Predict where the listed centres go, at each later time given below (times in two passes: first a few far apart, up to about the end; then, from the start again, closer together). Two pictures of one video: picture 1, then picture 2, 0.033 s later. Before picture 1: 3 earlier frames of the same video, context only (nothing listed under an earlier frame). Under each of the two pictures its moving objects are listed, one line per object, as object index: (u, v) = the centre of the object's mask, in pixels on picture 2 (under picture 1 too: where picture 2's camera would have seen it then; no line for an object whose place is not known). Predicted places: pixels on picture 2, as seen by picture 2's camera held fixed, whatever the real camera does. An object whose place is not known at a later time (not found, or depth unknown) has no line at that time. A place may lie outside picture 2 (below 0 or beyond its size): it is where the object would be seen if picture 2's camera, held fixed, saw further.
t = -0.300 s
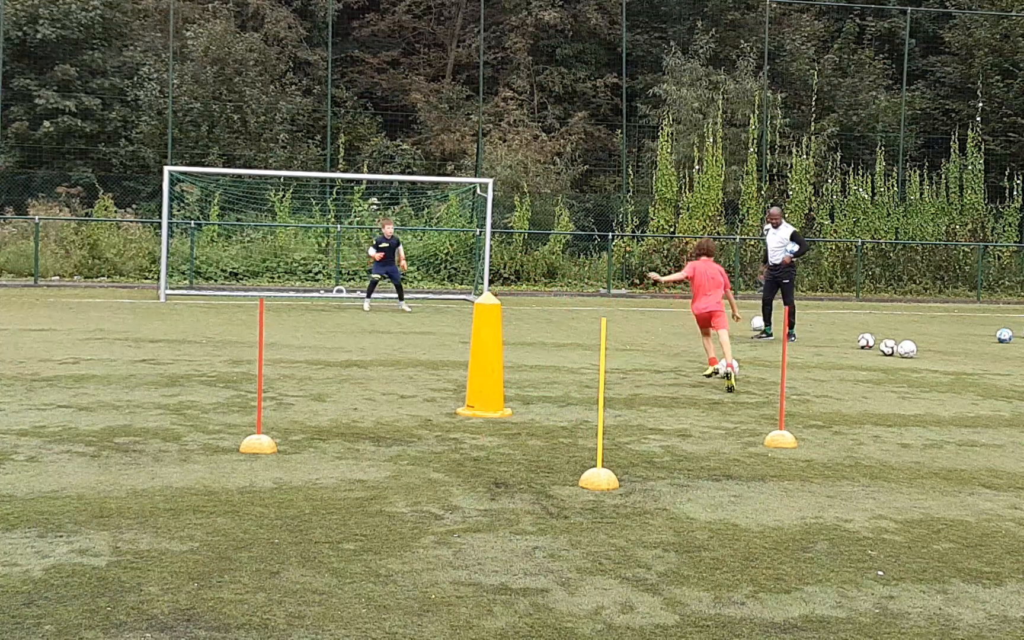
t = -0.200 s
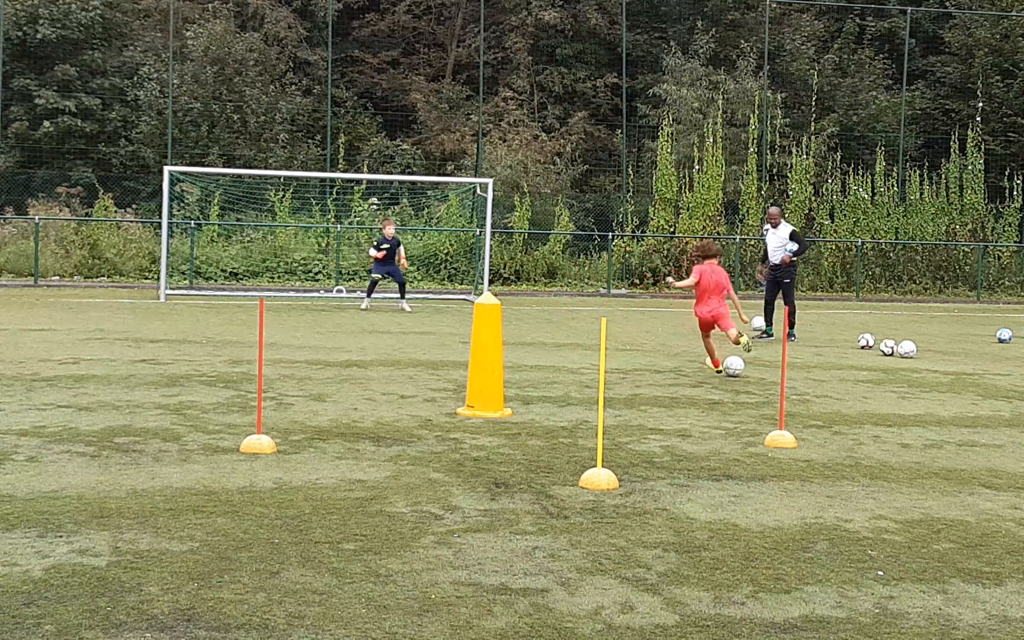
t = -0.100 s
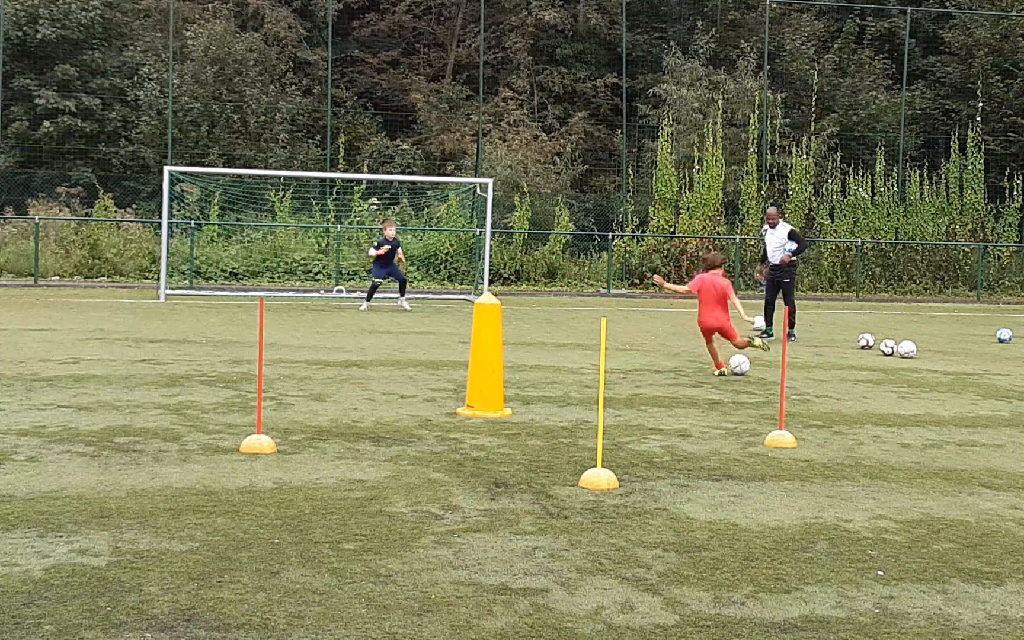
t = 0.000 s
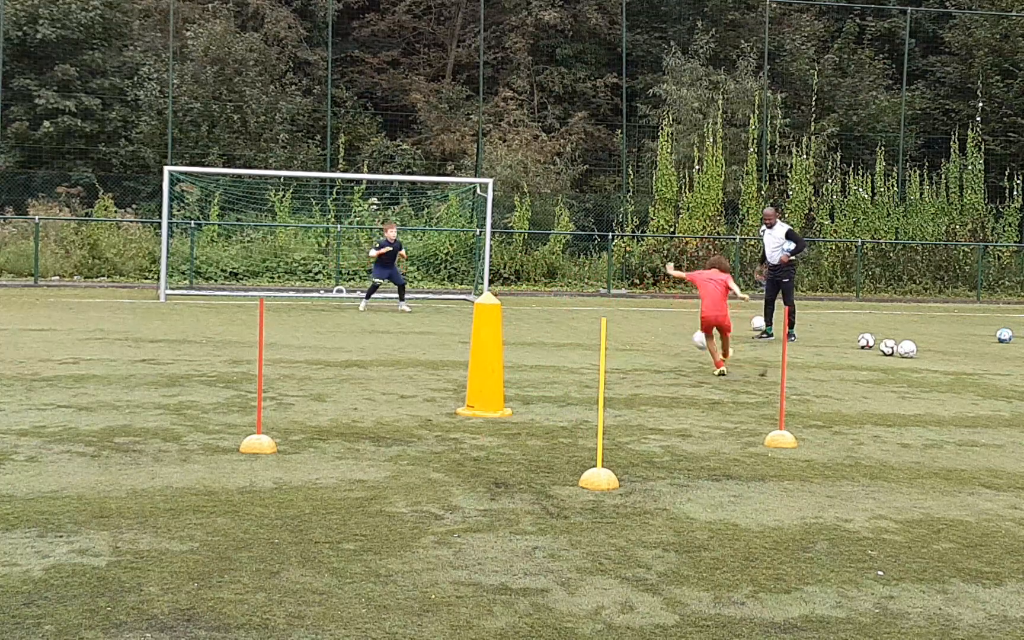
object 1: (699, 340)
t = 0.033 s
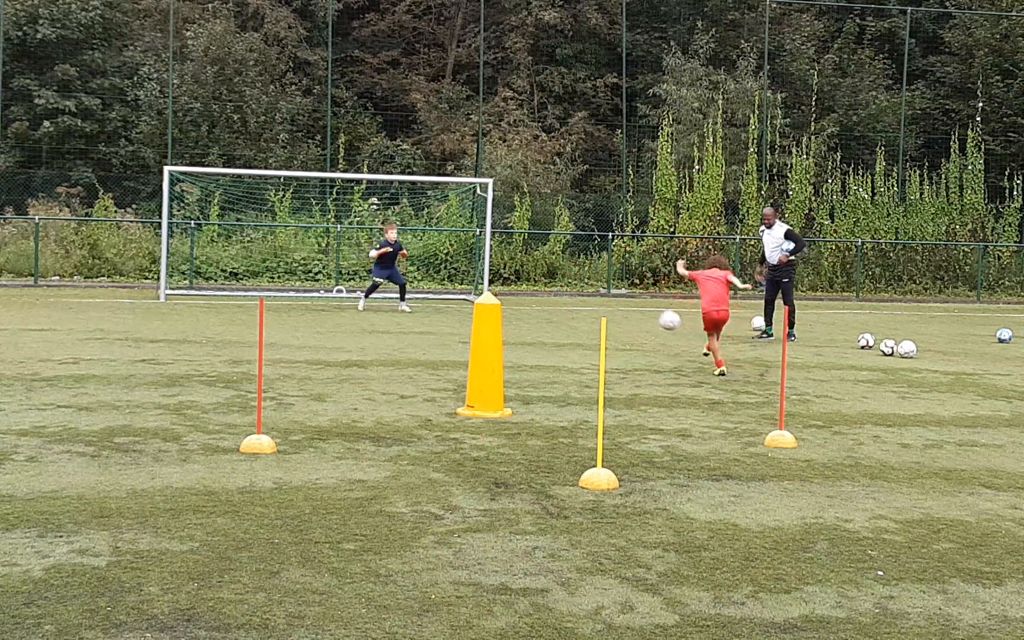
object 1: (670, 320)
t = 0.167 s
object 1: (549, 260)
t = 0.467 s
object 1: (335, 203)
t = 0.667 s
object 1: (222, 205)
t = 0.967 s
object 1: (170, 241)
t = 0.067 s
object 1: (637, 303)
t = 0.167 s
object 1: (549, 260)
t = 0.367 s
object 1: (399, 212)
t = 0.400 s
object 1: (377, 208)
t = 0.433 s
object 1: (356, 205)
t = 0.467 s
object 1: (335, 203)
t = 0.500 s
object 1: (315, 202)
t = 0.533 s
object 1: (295, 201)
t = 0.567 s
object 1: (276, 201)
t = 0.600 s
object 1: (257, 202)
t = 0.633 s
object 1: (239, 203)
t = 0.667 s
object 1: (222, 205)
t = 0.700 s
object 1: (204, 208)
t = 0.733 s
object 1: (187, 212)
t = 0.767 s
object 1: (174, 214)
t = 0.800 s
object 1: (170, 214)
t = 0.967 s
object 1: (170, 241)
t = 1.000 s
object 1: (173, 250)
